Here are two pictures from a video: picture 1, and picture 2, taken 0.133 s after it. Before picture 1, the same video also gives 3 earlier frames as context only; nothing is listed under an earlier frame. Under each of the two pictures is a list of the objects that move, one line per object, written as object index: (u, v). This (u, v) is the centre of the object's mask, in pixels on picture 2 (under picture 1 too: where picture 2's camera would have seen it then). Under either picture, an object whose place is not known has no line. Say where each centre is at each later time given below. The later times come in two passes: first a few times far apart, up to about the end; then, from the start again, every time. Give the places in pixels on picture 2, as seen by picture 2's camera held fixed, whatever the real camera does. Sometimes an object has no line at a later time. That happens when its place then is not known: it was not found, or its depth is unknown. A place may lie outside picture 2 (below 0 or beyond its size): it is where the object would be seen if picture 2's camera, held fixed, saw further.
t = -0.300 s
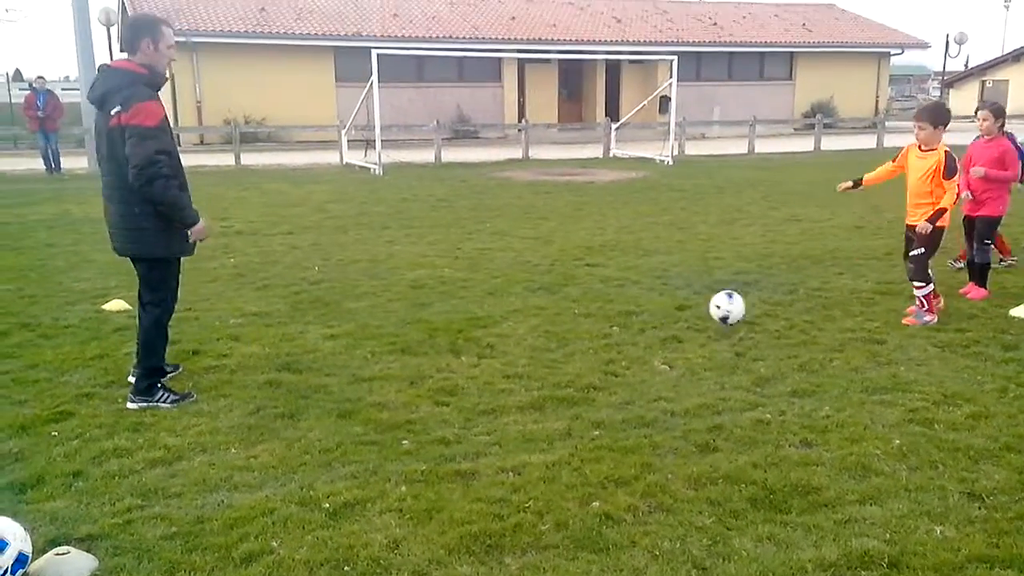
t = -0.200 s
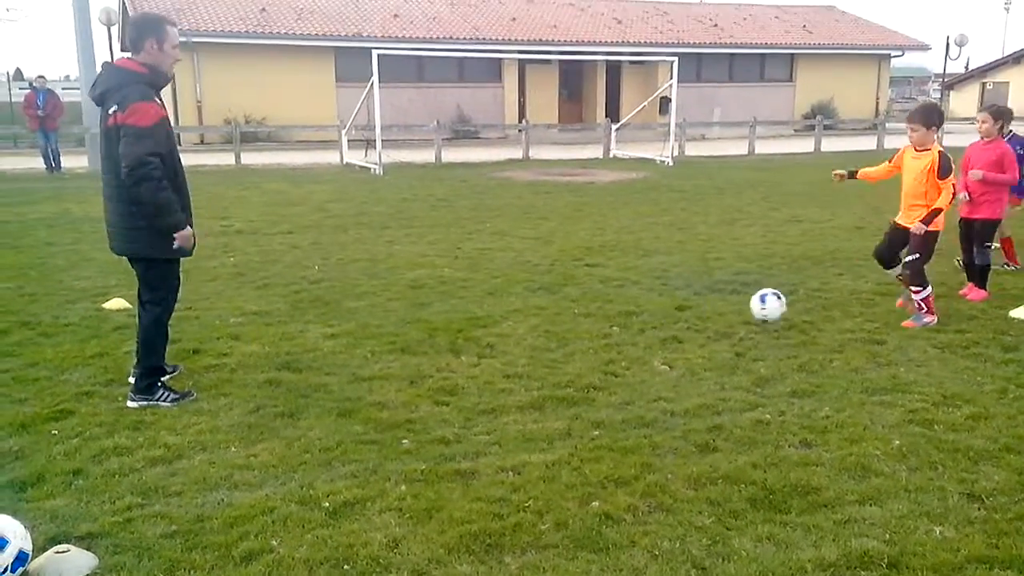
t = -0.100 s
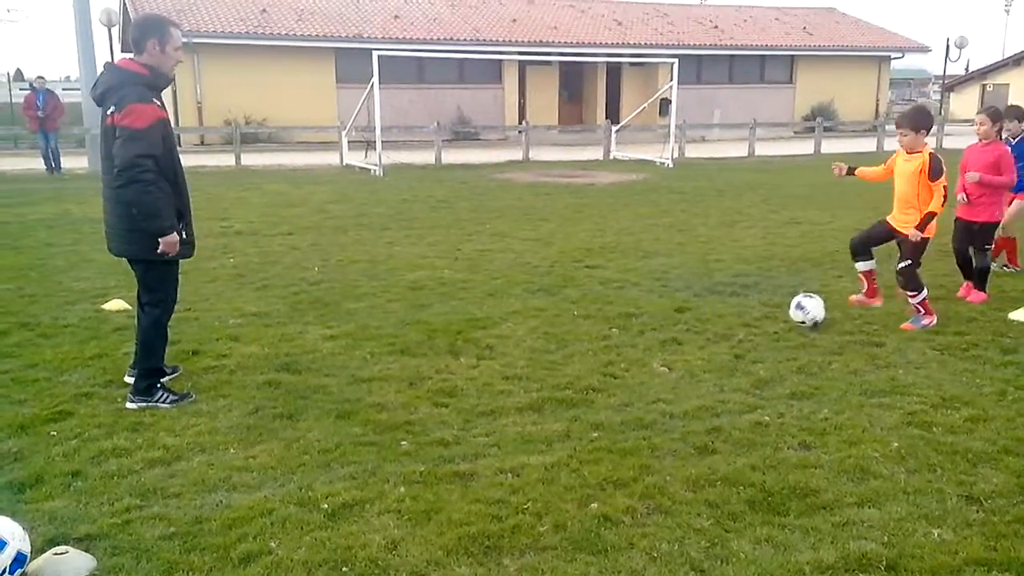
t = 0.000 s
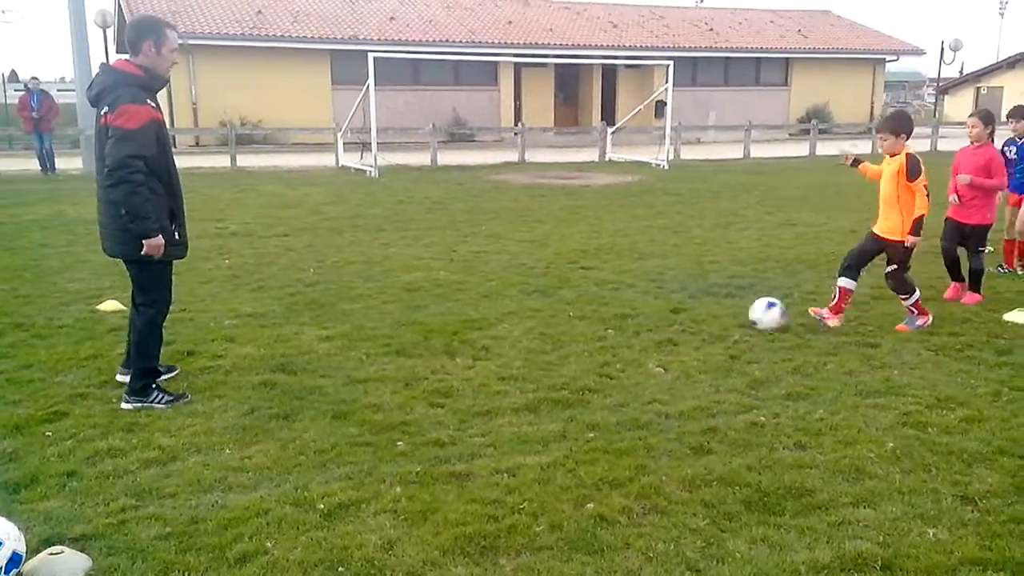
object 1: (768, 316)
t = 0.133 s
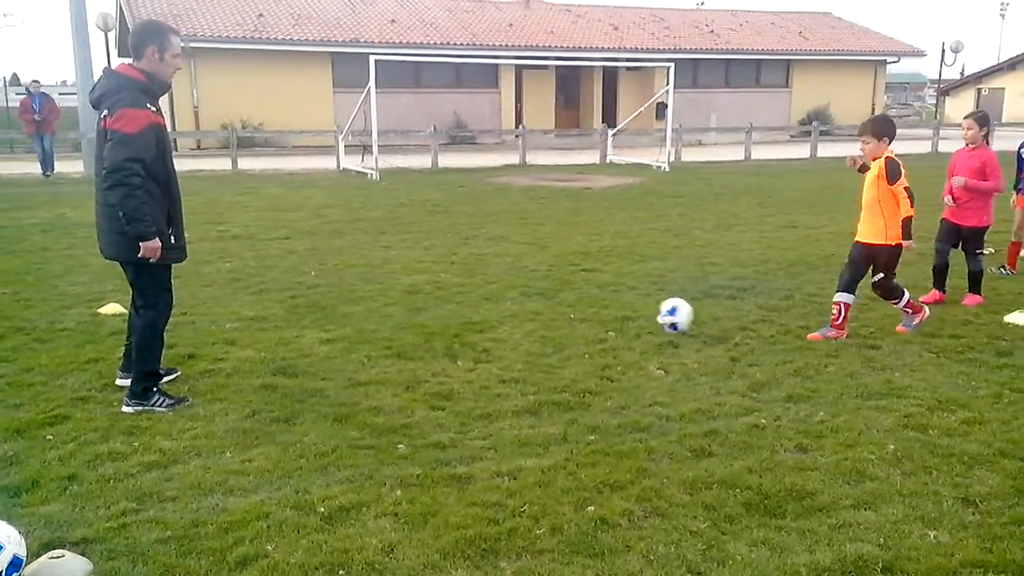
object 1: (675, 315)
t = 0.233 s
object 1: (611, 319)
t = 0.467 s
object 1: (493, 331)
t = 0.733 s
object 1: (366, 340)
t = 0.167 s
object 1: (654, 315)
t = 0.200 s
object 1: (632, 316)
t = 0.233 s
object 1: (611, 319)
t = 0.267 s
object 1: (591, 325)
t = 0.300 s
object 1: (572, 326)
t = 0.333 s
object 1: (556, 324)
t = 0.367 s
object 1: (542, 323)
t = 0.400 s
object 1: (525, 323)
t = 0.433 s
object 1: (509, 326)
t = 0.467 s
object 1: (493, 331)
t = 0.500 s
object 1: (477, 334)
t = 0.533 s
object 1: (460, 335)
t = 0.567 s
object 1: (445, 335)
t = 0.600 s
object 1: (430, 333)
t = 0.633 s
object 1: (414, 333)
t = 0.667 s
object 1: (398, 335)
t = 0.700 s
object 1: (382, 337)
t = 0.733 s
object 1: (366, 340)
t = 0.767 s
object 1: (351, 339)
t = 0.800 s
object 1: (336, 339)
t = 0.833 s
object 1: (322, 340)
